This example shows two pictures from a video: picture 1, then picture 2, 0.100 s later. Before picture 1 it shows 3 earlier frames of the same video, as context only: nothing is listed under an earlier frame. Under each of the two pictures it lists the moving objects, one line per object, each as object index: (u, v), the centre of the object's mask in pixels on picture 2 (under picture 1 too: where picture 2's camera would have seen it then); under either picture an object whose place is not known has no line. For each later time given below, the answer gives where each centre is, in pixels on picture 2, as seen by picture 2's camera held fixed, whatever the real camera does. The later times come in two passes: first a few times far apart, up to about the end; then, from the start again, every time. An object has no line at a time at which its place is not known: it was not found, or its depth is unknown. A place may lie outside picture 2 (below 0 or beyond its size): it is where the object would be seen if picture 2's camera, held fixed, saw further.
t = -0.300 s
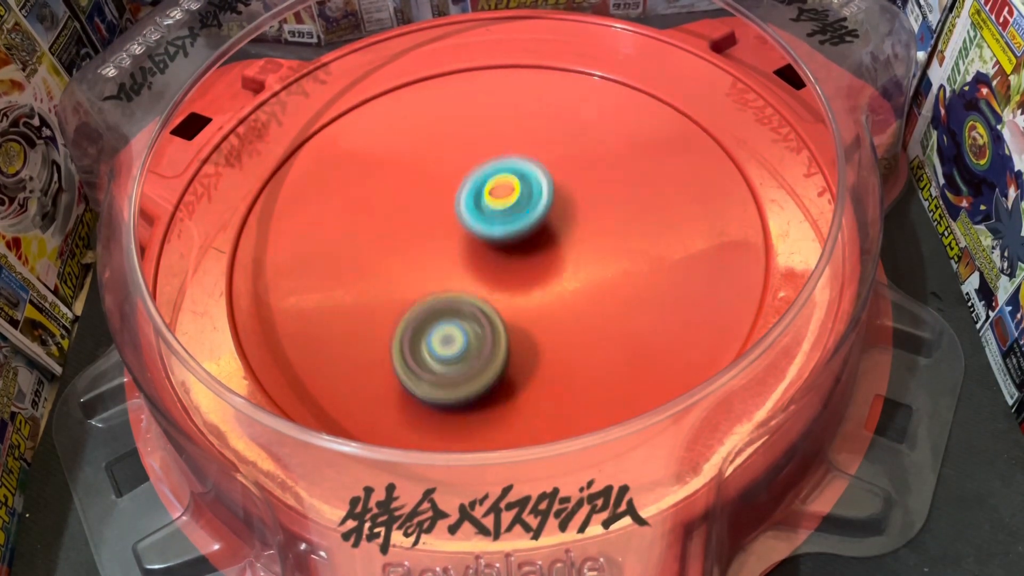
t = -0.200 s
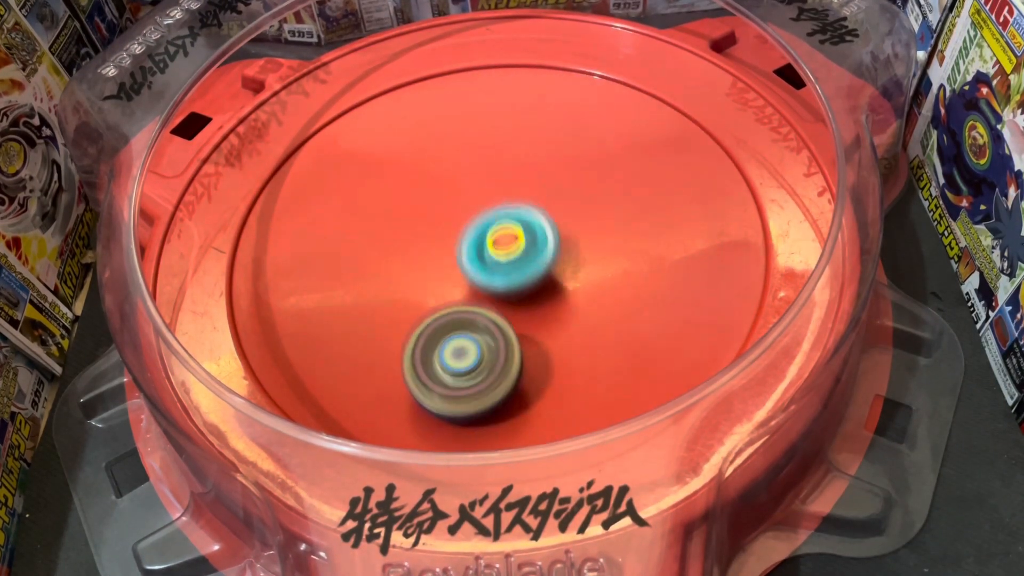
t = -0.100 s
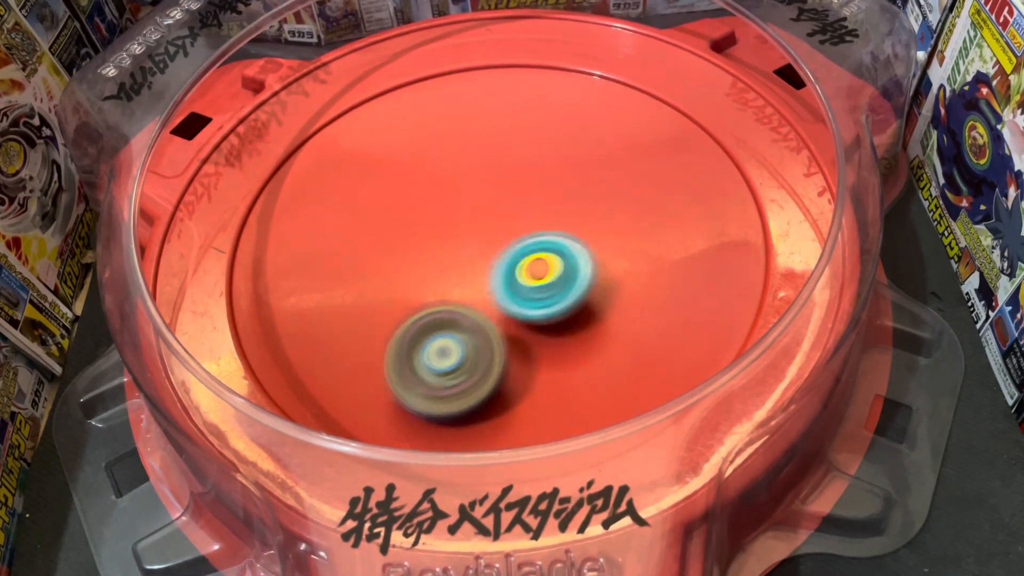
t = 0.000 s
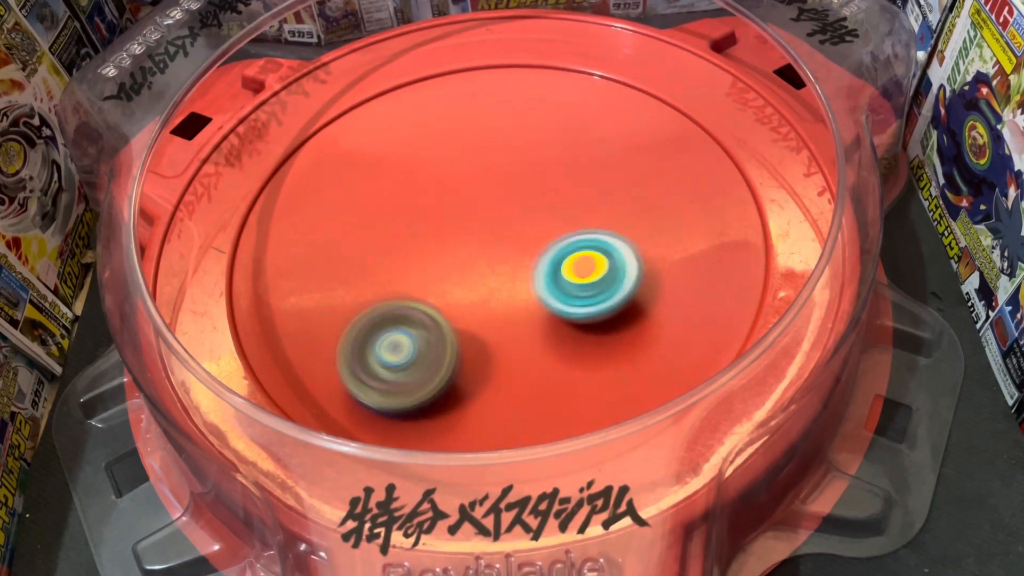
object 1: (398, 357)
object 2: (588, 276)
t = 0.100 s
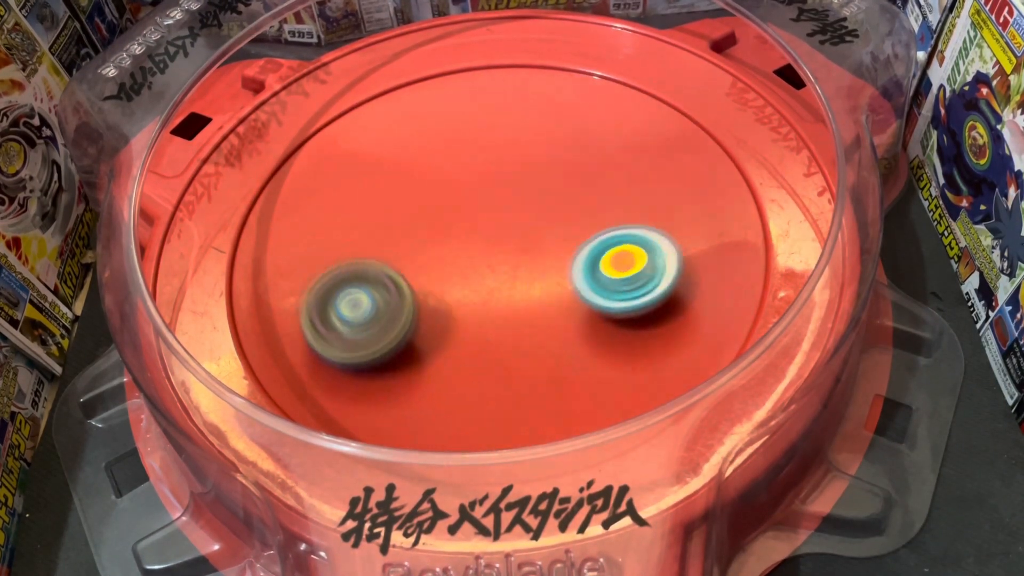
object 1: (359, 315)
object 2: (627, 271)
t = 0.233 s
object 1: (332, 249)
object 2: (651, 237)
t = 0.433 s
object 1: (352, 181)
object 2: (539, 216)
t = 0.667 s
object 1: (425, 160)
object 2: (416, 306)
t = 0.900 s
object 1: (469, 195)
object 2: (484, 399)
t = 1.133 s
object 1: (467, 231)
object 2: (613, 327)
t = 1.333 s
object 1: (443, 252)
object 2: (557, 222)
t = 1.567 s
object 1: (405, 266)
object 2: (420, 172)
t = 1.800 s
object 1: (414, 266)
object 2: (308, 226)
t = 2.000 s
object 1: (438, 265)
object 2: (339, 320)
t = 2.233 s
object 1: (483, 242)
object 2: (497, 325)
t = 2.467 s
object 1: (487, 183)
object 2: (609, 242)
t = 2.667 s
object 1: (441, 188)
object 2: (638, 153)
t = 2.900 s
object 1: (451, 214)
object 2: (545, 115)
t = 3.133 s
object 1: (508, 282)
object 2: (428, 146)
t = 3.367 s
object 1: (489, 316)
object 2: (404, 250)
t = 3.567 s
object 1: (617, 372)
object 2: (319, 222)
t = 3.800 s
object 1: (549, 364)
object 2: (374, 301)
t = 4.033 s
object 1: (787, 281)
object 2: (230, 201)
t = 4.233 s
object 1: (753, 201)
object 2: (359, 191)
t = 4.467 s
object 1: (566, 196)
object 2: (464, 210)
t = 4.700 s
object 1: (552, 233)
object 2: (444, 184)
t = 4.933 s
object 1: (601, 247)
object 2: (478, 130)
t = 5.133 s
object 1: (634, 248)
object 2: (493, 108)
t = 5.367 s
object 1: (632, 245)
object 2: (523, 127)
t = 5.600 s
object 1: (600, 263)
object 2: (556, 141)
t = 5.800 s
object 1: (558, 315)
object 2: (541, 107)
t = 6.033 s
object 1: (505, 275)
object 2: (537, 185)
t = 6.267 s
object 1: (443, 280)
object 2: (589, 169)
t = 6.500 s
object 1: (417, 228)
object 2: (579, 181)
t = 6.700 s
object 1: (413, 191)
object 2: (562, 241)
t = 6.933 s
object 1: (424, 168)
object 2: (579, 287)
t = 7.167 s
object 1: (444, 168)
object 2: (599, 286)
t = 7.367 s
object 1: (454, 178)
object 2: (538, 269)
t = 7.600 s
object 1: (463, 198)
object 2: (446, 288)
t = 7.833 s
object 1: (469, 223)
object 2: (418, 321)
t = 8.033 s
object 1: (471, 238)
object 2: (454, 327)
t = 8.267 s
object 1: (467, 79)
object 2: (575, 430)
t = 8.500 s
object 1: (541, 83)
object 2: (626, 318)
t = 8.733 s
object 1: (585, 155)
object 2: (539, 242)
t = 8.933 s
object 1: (593, 176)
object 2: (446, 228)
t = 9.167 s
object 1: (583, 205)
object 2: (372, 226)
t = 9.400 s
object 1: (561, 228)
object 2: (350, 261)
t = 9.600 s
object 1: (559, 234)
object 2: (418, 268)
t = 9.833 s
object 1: (659, 208)
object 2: (381, 282)
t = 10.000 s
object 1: (626, 233)
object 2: (452, 259)
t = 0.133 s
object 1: (349, 297)
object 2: (638, 266)
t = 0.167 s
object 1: (341, 280)
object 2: (646, 258)
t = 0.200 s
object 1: (335, 265)
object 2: (652, 249)
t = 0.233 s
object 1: (332, 249)
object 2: (651, 237)
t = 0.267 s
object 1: (331, 235)
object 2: (644, 227)
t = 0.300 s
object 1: (332, 222)
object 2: (629, 218)
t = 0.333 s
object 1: (335, 210)
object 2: (610, 213)
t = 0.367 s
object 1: (339, 199)
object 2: (587, 210)
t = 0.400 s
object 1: (345, 189)
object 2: (562, 211)
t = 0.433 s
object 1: (352, 181)
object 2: (539, 216)
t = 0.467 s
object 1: (361, 173)
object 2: (515, 222)
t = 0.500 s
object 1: (370, 167)
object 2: (493, 232)
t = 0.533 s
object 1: (381, 163)
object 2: (471, 244)
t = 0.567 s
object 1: (392, 160)
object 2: (453, 258)
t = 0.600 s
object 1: (403, 158)
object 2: (437, 273)
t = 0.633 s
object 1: (414, 158)
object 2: (424, 289)
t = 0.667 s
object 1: (425, 160)
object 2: (416, 306)
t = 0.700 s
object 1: (435, 163)
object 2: (413, 322)
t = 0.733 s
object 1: (443, 168)
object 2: (414, 340)
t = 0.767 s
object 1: (452, 172)
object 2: (420, 355)
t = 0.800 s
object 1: (458, 177)
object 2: (430, 369)
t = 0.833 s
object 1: (463, 183)
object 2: (445, 382)
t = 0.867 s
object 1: (466, 188)
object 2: (463, 393)
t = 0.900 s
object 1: (469, 195)
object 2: (484, 399)
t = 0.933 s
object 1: (471, 200)
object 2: (508, 401)
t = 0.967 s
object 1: (472, 206)
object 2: (534, 398)
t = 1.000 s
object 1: (472, 212)
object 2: (558, 392)
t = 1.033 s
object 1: (471, 218)
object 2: (579, 380)
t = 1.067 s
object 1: (470, 223)
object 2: (595, 365)
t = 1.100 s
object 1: (469, 227)
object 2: (607, 346)
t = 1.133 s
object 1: (467, 231)
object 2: (613, 327)
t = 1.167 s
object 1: (465, 236)
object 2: (614, 307)
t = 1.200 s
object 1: (463, 239)
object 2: (609, 286)
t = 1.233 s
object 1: (461, 243)
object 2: (600, 268)
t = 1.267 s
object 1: (459, 245)
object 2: (585, 252)
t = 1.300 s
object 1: (457, 248)
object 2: (568, 237)
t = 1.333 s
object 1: (443, 252)
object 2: (557, 222)
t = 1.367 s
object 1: (431, 255)
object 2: (545, 209)
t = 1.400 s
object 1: (423, 257)
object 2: (527, 199)
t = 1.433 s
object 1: (418, 257)
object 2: (507, 191)
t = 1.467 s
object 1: (414, 257)
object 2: (483, 186)
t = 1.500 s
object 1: (412, 257)
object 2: (459, 182)
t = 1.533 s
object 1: (408, 262)
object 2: (438, 175)
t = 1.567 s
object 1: (405, 266)
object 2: (420, 172)
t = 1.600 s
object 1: (403, 266)
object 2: (401, 172)
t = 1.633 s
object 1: (402, 267)
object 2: (384, 175)
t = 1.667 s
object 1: (401, 267)
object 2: (367, 181)
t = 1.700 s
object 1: (402, 266)
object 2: (351, 190)
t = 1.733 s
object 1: (404, 265)
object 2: (335, 201)
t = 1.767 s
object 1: (409, 266)
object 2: (320, 212)
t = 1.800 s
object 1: (414, 266)
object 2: (308, 226)
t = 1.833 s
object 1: (419, 266)
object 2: (301, 239)
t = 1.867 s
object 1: (424, 266)
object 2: (297, 256)
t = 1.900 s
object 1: (428, 265)
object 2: (298, 273)
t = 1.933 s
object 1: (431, 265)
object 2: (305, 290)
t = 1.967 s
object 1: (435, 265)
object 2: (319, 307)
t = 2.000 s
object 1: (438, 265)
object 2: (339, 320)
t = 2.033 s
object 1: (443, 265)
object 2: (362, 329)
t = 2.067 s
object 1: (451, 263)
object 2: (381, 339)
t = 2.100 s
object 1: (459, 261)
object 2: (405, 342)
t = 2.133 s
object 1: (466, 258)
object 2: (429, 340)
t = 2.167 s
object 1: (472, 253)
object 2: (450, 338)
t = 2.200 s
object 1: (478, 248)
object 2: (473, 333)
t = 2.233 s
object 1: (483, 242)
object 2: (497, 325)
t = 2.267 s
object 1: (487, 234)
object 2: (519, 315)
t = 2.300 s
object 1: (490, 228)
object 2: (539, 301)
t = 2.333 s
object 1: (492, 220)
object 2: (560, 291)
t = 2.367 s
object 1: (489, 205)
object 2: (581, 284)
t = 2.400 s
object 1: (487, 195)
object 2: (595, 272)
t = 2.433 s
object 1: (486, 187)
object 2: (604, 258)
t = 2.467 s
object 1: (487, 183)
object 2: (609, 242)
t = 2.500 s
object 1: (491, 183)
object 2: (610, 224)
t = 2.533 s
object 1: (498, 184)
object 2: (606, 206)
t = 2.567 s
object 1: (494, 185)
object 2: (610, 189)
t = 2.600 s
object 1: (472, 185)
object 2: (627, 176)
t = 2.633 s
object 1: (455, 186)
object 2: (636, 164)
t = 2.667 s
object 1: (441, 188)
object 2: (638, 153)
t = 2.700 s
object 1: (432, 192)
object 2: (633, 144)
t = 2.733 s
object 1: (426, 196)
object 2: (624, 136)
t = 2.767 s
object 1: (425, 201)
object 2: (612, 128)
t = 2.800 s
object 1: (427, 205)
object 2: (598, 122)
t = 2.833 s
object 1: (433, 209)
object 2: (583, 117)
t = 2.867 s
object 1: (441, 212)
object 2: (565, 115)
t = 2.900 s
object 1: (451, 214)
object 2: (545, 115)
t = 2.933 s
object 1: (462, 216)
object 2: (525, 118)
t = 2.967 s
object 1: (473, 216)
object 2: (506, 124)
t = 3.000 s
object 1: (481, 217)
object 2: (488, 132)
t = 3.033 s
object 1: (490, 234)
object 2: (470, 133)
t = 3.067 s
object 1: (498, 254)
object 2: (454, 132)
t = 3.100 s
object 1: (504, 269)
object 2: (440, 137)
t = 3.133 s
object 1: (508, 282)
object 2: (428, 146)
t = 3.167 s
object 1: (510, 292)
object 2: (417, 159)
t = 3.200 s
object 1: (509, 299)
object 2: (409, 173)
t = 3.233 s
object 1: (505, 303)
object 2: (403, 189)
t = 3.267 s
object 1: (500, 306)
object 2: (400, 205)
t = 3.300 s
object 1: (493, 308)
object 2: (400, 222)
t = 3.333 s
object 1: (487, 309)
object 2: (403, 238)
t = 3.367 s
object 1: (489, 316)
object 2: (404, 250)
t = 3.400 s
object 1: (524, 336)
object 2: (378, 239)
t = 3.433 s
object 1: (556, 353)
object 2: (354, 228)
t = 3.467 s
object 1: (583, 364)
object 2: (336, 222)
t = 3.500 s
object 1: (603, 371)
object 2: (325, 218)
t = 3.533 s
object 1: (613, 372)
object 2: (320, 218)
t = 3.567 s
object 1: (617, 372)
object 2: (319, 222)
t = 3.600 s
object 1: (615, 373)
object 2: (321, 229)
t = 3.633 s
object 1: (609, 375)
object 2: (325, 240)
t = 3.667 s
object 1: (601, 376)
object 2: (331, 252)
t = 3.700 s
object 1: (590, 376)
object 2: (338, 265)
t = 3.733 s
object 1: (577, 376)
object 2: (347, 277)
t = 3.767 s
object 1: (563, 370)
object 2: (359, 290)
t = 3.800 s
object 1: (549, 364)
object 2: (374, 301)
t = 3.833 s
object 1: (536, 356)
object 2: (393, 310)
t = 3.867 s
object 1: (526, 348)
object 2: (411, 314)
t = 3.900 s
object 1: (597, 349)
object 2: (358, 293)
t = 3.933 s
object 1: (672, 341)
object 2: (297, 266)
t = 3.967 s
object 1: (721, 319)
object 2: (249, 240)
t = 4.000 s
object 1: (764, 298)
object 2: (228, 215)
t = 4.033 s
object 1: (787, 281)
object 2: (230, 201)
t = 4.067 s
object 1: (801, 259)
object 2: (244, 195)
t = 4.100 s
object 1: (786, 240)
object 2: (266, 190)
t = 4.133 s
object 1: (784, 225)
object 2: (288, 187)
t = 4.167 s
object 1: (780, 214)
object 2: (311, 187)
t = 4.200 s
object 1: (771, 205)
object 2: (334, 188)
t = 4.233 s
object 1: (753, 201)
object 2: (359, 191)
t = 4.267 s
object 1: (729, 196)
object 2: (382, 194)
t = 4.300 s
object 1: (701, 195)
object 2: (405, 197)
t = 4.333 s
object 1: (669, 195)
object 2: (428, 201)
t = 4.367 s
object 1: (635, 198)
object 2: (448, 204)
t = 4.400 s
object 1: (599, 200)
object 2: (468, 207)
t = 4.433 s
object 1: (571, 199)
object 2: (475, 209)
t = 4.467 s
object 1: (566, 196)
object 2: (464, 210)
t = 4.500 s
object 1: (563, 203)
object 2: (454, 210)
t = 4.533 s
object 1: (557, 207)
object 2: (448, 208)
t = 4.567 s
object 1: (551, 211)
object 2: (445, 205)
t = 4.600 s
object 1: (548, 217)
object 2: (443, 202)
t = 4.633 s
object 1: (548, 222)
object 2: (440, 197)
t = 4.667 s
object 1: (549, 228)
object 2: (441, 190)
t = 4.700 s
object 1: (552, 233)
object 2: (444, 184)
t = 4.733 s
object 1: (556, 237)
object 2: (448, 176)
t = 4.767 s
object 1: (562, 240)
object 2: (453, 168)
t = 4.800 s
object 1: (569, 243)
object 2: (459, 159)
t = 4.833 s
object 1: (577, 245)
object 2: (465, 152)
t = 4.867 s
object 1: (585, 246)
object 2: (470, 144)
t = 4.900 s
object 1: (593, 246)
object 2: (474, 137)
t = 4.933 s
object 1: (601, 247)
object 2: (478, 130)
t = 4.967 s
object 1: (609, 248)
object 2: (482, 124)
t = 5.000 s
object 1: (615, 248)
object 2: (484, 118)
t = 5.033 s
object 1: (621, 247)
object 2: (486, 114)
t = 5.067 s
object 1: (626, 248)
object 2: (488, 111)
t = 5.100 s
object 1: (630, 248)
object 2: (490, 109)
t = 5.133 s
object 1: (634, 248)
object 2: (493, 108)
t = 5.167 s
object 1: (636, 248)
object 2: (496, 108)
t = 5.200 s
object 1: (638, 248)
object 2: (499, 109)
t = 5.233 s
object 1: (639, 247)
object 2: (503, 111)
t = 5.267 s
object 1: (639, 247)
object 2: (508, 114)
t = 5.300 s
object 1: (638, 246)
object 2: (512, 117)
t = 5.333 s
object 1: (635, 245)
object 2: (517, 122)
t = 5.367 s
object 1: (632, 245)
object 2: (523, 127)
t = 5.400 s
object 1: (628, 245)
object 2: (529, 133)
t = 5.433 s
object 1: (623, 244)
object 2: (535, 138)
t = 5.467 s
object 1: (617, 242)
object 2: (541, 144)
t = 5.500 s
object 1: (611, 239)
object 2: (548, 150)
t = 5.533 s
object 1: (604, 237)
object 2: (554, 156)
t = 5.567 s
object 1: (598, 240)
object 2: (559, 159)
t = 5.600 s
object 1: (600, 263)
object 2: (556, 141)
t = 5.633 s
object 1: (599, 283)
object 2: (553, 126)
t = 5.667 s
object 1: (595, 299)
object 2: (551, 115)
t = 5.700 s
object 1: (587, 310)
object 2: (551, 108)
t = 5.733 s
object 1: (578, 317)
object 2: (549, 105)
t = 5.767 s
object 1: (568, 318)
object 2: (545, 105)
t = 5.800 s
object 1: (558, 315)
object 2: (541, 107)
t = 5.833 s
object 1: (549, 311)
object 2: (537, 113)
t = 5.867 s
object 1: (540, 306)
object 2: (533, 121)
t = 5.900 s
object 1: (533, 300)
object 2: (530, 132)
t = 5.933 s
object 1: (525, 294)
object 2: (528, 146)
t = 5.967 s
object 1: (518, 287)
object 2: (529, 161)
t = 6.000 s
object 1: (512, 279)
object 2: (532, 176)
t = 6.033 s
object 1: (505, 275)
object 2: (537, 185)
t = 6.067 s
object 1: (493, 288)
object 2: (545, 180)
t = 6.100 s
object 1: (482, 297)
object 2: (554, 176)
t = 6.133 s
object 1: (473, 300)
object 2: (563, 173)
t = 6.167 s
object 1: (464, 299)
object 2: (571, 172)
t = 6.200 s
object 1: (456, 294)
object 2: (579, 171)
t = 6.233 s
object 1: (449, 287)
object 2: (584, 170)
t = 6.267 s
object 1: (443, 280)
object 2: (589, 169)
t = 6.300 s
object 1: (437, 272)
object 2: (593, 168)
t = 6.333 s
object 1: (432, 264)
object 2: (595, 167)
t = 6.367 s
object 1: (428, 256)
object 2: (595, 167)
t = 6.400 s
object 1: (425, 249)
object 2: (593, 169)
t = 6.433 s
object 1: (422, 241)
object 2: (589, 172)
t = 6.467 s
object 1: (419, 234)
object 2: (584, 176)
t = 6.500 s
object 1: (417, 228)
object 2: (579, 181)
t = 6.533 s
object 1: (415, 221)
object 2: (574, 189)
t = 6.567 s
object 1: (414, 214)
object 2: (569, 199)
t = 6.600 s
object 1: (413, 208)
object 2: (566, 209)
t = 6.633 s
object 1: (412, 202)
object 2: (564, 220)
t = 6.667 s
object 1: (412, 196)
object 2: (562, 230)
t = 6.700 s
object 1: (413, 191)
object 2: (562, 241)
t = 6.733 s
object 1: (413, 187)
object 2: (562, 250)
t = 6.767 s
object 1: (414, 183)
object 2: (563, 259)
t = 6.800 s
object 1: (416, 178)
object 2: (565, 267)
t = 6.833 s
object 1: (418, 175)
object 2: (568, 274)
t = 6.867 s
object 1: (420, 173)
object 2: (571, 279)
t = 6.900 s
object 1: (422, 170)
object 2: (575, 284)
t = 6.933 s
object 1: (424, 168)
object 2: (579, 287)
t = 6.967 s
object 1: (427, 167)
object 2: (583, 290)
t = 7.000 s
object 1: (430, 166)
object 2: (587, 292)
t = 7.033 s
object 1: (432, 166)
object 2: (591, 293)
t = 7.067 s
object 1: (435, 166)
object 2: (595, 292)
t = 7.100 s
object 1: (438, 167)
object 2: (598, 291)
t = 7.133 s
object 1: (441, 167)
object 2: (600, 289)
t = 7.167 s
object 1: (444, 168)
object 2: (599, 286)
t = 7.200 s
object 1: (446, 170)
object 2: (595, 282)
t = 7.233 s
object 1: (448, 171)
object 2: (589, 278)
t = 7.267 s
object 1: (450, 173)
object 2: (581, 275)
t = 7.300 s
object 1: (451, 174)
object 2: (569, 272)
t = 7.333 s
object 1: (453, 176)
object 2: (554, 270)
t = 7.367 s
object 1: (454, 178)
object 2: (538, 269)
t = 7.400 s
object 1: (456, 180)
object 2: (522, 269)
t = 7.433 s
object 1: (457, 183)
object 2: (507, 270)
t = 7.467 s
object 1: (458, 185)
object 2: (492, 272)
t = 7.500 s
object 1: (460, 189)
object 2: (479, 276)
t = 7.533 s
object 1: (461, 192)
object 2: (467, 279)
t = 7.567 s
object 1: (463, 195)
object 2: (456, 283)
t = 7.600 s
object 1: (463, 198)
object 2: (446, 288)
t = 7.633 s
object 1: (464, 202)
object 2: (438, 292)
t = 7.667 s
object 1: (465, 205)
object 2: (431, 297)
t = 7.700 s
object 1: (466, 208)
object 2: (426, 302)
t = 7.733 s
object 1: (467, 212)
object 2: (422, 307)
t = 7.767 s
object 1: (468, 216)
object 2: (419, 312)
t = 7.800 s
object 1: (468, 220)
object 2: (418, 316)
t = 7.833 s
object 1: (469, 223)
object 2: (418, 321)
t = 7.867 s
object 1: (469, 228)
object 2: (420, 325)
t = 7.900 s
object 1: (469, 231)
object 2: (423, 328)
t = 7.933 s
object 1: (470, 235)
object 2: (429, 329)
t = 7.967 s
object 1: (471, 238)
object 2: (436, 329)
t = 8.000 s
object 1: (471, 241)
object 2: (445, 326)
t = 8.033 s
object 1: (471, 238)
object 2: (454, 327)
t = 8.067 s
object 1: (472, 236)
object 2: (466, 325)
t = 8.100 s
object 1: (473, 233)
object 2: (478, 325)
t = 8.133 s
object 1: (470, 196)
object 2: (496, 361)
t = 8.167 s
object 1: (467, 158)
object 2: (517, 393)
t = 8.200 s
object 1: (466, 125)
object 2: (535, 407)
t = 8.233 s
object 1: (466, 99)
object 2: (557, 427)
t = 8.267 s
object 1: (467, 79)
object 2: (575, 430)
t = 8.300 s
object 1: (473, 64)
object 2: (588, 419)
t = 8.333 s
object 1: (482, 58)
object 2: (597, 394)
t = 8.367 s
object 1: (493, 56)
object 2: (608, 384)
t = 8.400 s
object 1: (506, 58)
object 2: (618, 372)
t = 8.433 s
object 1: (518, 64)
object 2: (624, 354)
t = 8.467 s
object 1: (530, 73)
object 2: (627, 337)
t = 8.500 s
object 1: (541, 83)
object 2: (626, 318)
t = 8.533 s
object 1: (551, 94)
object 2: (622, 300)
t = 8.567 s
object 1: (560, 108)
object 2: (614, 284)
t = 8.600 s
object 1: (566, 121)
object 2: (603, 268)
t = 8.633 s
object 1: (572, 135)
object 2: (590, 255)
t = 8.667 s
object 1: (576, 150)
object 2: (575, 243)
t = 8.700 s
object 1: (579, 156)
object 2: (558, 239)
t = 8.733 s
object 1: (585, 155)
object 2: (539, 242)
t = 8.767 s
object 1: (587, 156)
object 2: (520, 243)
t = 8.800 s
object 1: (589, 159)
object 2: (502, 241)
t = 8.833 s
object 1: (591, 163)
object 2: (487, 238)
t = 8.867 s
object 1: (592, 167)
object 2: (472, 234)
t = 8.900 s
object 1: (593, 172)
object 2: (458, 231)
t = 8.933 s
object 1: (593, 176)
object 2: (446, 228)
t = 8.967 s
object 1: (593, 181)
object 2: (434, 226)
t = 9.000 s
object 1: (592, 186)
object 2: (423, 225)
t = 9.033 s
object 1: (591, 190)
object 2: (412, 224)
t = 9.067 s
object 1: (590, 194)
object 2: (401, 223)
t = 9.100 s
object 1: (588, 199)
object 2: (390, 224)
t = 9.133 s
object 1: (585, 203)
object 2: (381, 225)
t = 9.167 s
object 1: (583, 205)
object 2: (372, 226)
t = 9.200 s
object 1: (580, 209)
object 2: (364, 229)
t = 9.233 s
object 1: (578, 213)
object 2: (357, 232)
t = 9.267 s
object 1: (575, 216)
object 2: (351, 235)
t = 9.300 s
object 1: (572, 220)
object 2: (346, 241)
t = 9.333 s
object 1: (569, 222)
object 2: (344, 247)
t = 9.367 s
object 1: (565, 226)
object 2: (344, 254)
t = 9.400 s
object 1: (561, 228)
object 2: (350, 261)
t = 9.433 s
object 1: (557, 231)
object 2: (359, 267)
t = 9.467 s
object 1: (552, 233)
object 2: (374, 271)
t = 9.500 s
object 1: (548, 236)
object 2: (390, 272)
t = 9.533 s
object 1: (543, 238)
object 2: (409, 271)
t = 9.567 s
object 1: (539, 240)
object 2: (428, 268)
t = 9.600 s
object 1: (559, 234)
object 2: (418, 268)
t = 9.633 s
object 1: (594, 223)
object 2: (392, 269)
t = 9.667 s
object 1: (621, 214)
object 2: (374, 270)
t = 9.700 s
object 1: (642, 205)
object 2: (365, 271)
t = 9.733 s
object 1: (655, 201)
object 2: (363, 274)
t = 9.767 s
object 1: (660, 201)
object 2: (365, 277)
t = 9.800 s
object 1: (661, 203)
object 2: (372, 280)
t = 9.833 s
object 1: (659, 208)
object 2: (381, 282)
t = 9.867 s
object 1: (655, 213)
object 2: (394, 282)
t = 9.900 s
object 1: (649, 217)
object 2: (409, 279)
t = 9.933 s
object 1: (643, 223)
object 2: (425, 274)
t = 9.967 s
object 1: (635, 228)
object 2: (439, 268)
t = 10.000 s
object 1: (626, 233)
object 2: (452, 259)
